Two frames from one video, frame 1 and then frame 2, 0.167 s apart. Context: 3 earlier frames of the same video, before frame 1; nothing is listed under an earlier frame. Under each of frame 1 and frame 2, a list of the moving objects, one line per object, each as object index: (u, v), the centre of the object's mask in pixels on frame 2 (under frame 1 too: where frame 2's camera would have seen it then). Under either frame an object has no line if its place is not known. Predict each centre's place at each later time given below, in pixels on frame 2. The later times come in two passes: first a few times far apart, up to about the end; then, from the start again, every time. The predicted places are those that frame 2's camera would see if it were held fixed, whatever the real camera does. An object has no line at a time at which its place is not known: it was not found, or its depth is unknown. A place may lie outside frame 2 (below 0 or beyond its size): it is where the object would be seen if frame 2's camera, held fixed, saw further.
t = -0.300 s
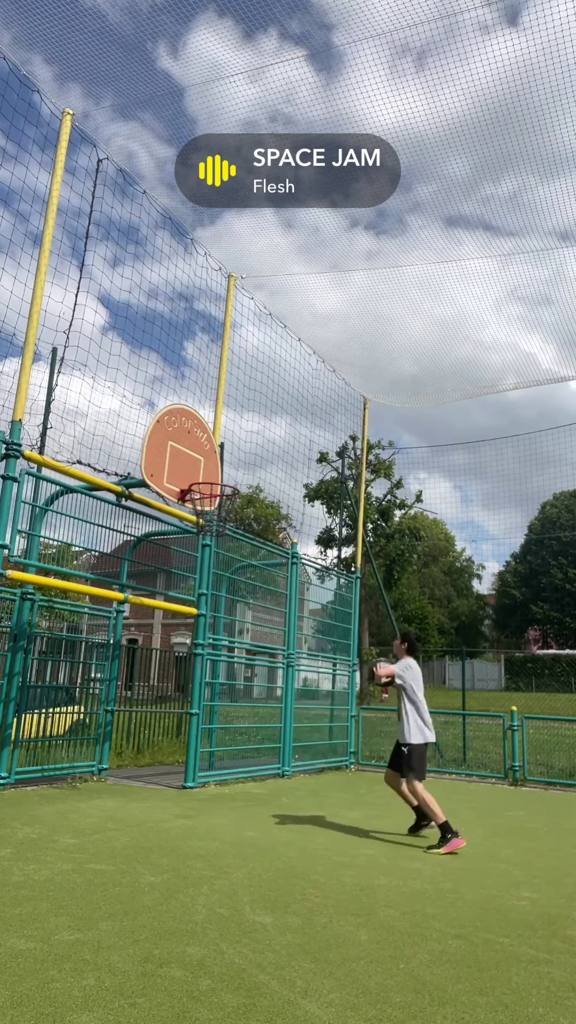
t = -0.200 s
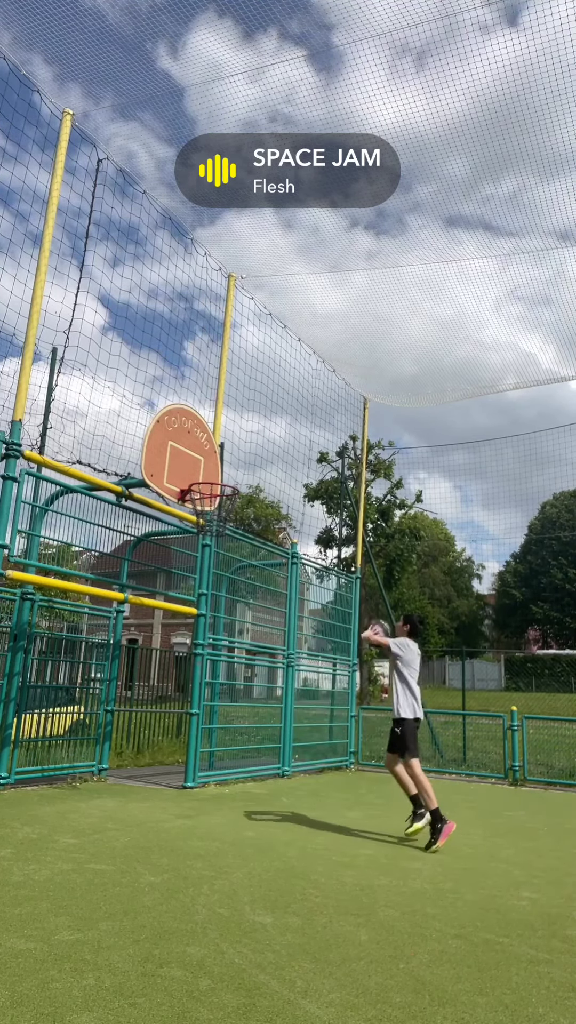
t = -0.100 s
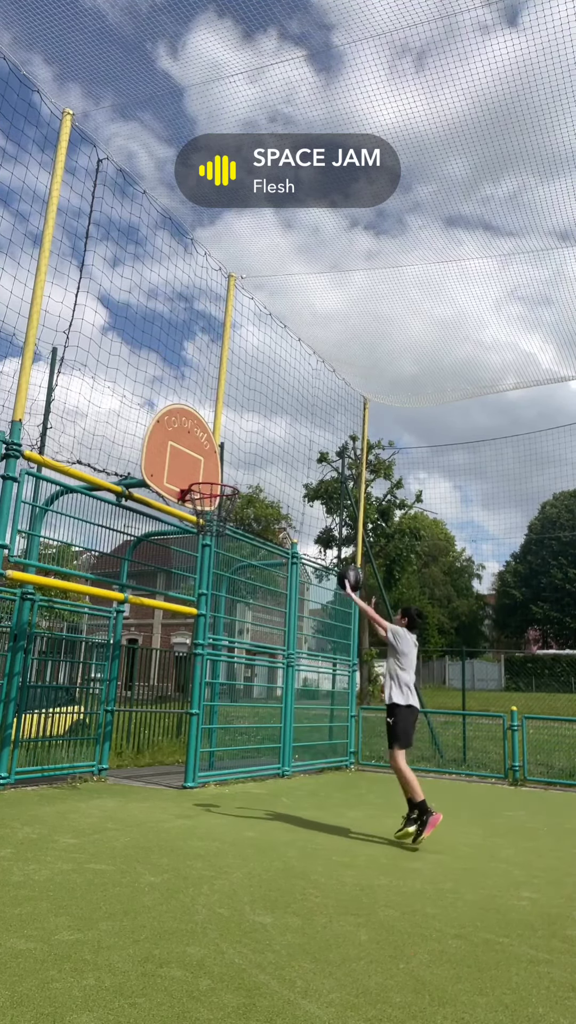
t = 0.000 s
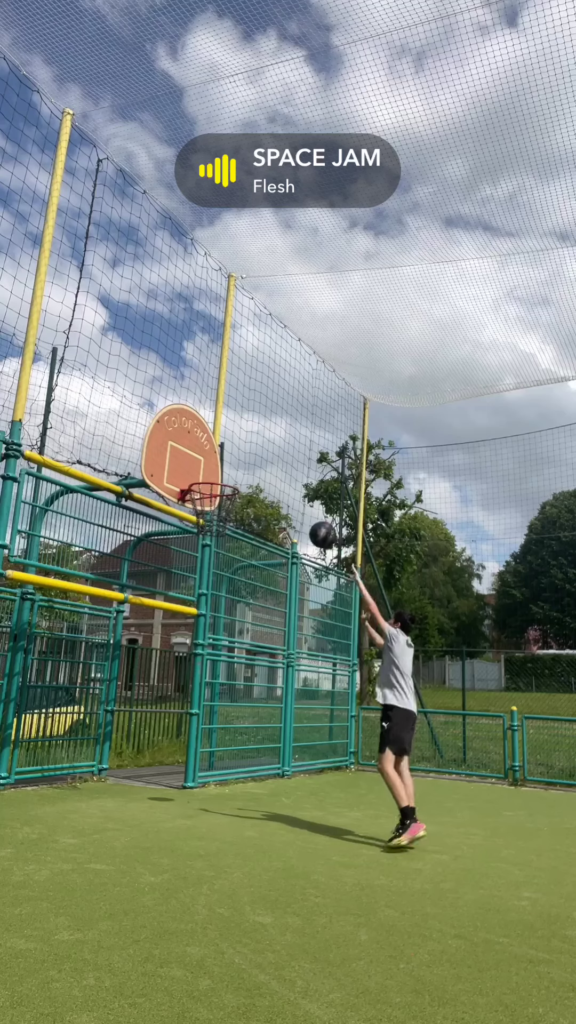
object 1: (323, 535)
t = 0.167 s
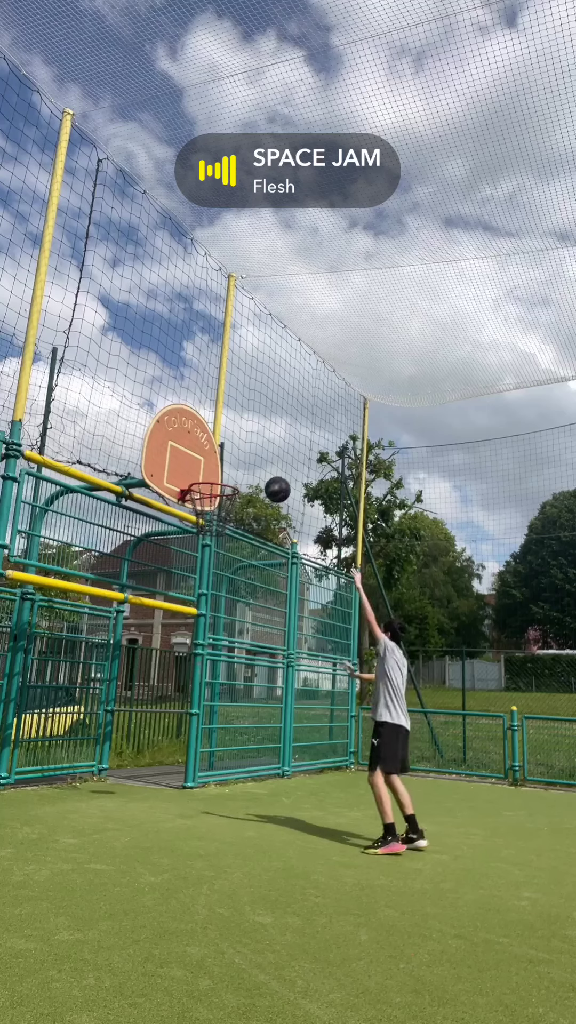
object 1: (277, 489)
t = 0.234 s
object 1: (260, 480)
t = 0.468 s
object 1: (227, 463)
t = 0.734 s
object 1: (215, 490)
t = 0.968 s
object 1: (200, 583)
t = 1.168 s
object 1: (180, 731)
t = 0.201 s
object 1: (269, 484)
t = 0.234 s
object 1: (260, 480)
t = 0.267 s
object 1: (251, 478)
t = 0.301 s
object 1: (242, 476)
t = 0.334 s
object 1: (233, 476)
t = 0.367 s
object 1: (231, 472)
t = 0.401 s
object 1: (230, 468)
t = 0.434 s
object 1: (228, 465)
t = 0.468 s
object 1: (227, 463)
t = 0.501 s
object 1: (226, 462)
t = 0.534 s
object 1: (225, 463)
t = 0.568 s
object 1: (224, 464)
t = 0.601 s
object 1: (222, 467)
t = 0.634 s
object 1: (221, 471)
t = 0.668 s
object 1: (219, 476)
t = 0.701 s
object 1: (217, 482)
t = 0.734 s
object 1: (215, 490)
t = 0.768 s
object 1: (213, 498)
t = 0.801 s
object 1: (210, 509)
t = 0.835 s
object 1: (210, 521)
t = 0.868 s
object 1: (208, 534)
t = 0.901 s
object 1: (205, 548)
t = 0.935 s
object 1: (202, 565)
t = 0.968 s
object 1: (200, 583)
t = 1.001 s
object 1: (197, 603)
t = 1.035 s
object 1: (194, 624)
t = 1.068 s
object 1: (191, 648)
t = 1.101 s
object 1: (187, 673)
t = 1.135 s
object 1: (184, 702)
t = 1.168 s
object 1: (180, 731)
